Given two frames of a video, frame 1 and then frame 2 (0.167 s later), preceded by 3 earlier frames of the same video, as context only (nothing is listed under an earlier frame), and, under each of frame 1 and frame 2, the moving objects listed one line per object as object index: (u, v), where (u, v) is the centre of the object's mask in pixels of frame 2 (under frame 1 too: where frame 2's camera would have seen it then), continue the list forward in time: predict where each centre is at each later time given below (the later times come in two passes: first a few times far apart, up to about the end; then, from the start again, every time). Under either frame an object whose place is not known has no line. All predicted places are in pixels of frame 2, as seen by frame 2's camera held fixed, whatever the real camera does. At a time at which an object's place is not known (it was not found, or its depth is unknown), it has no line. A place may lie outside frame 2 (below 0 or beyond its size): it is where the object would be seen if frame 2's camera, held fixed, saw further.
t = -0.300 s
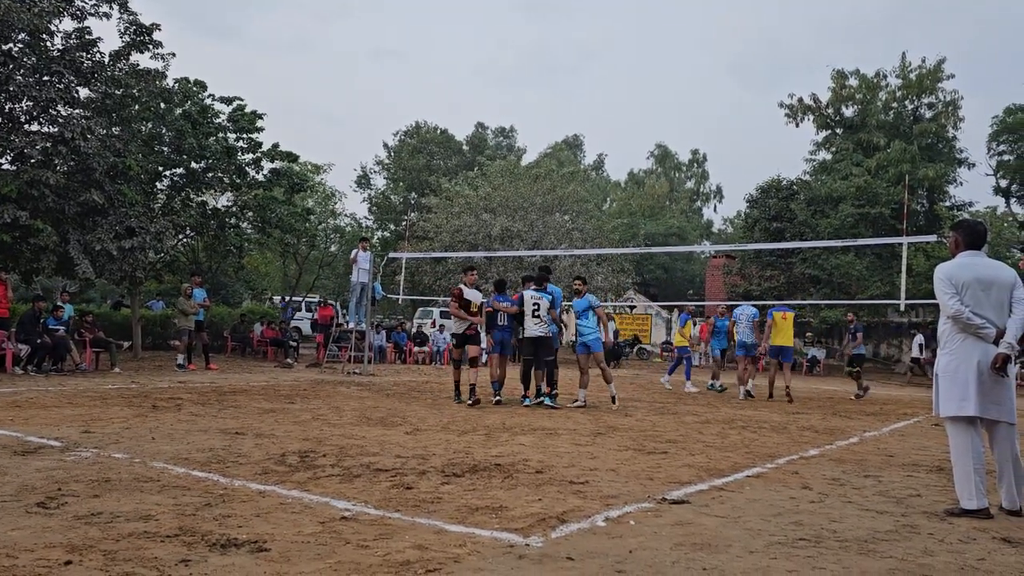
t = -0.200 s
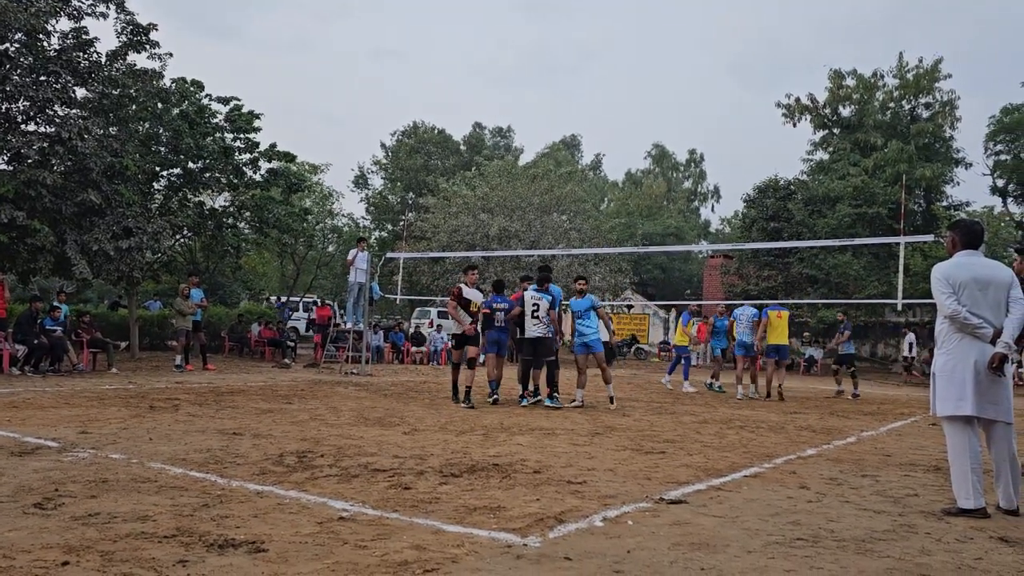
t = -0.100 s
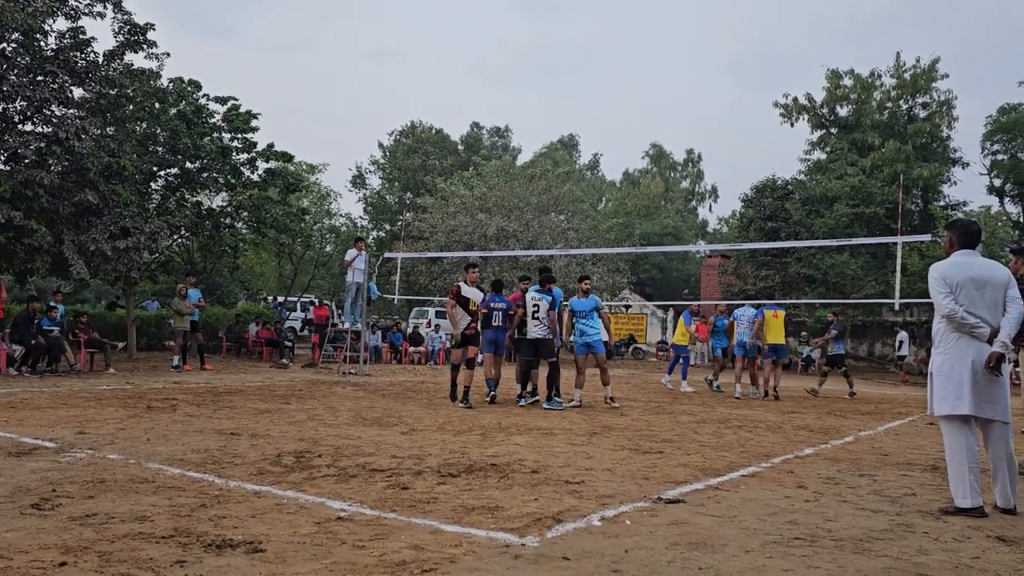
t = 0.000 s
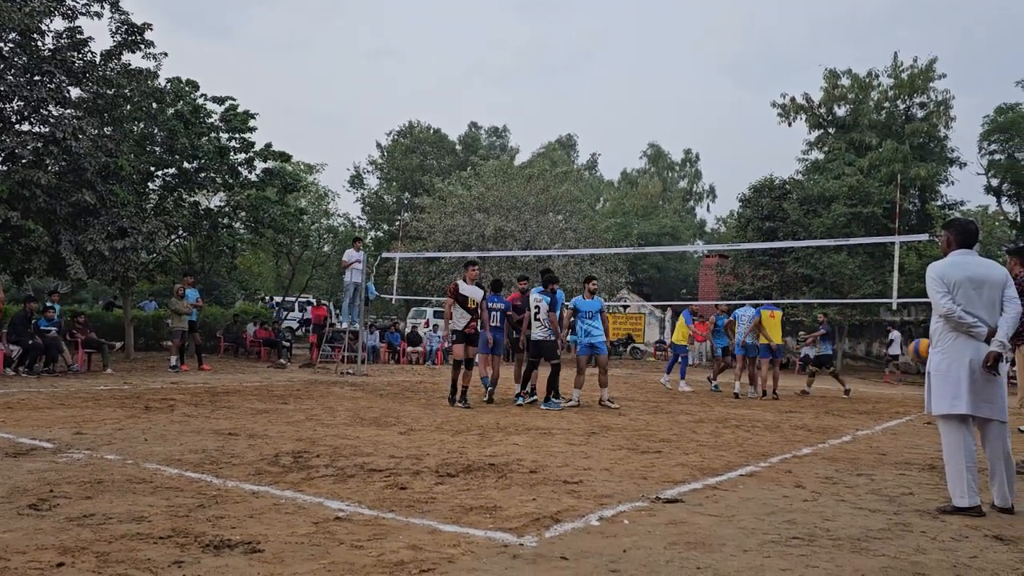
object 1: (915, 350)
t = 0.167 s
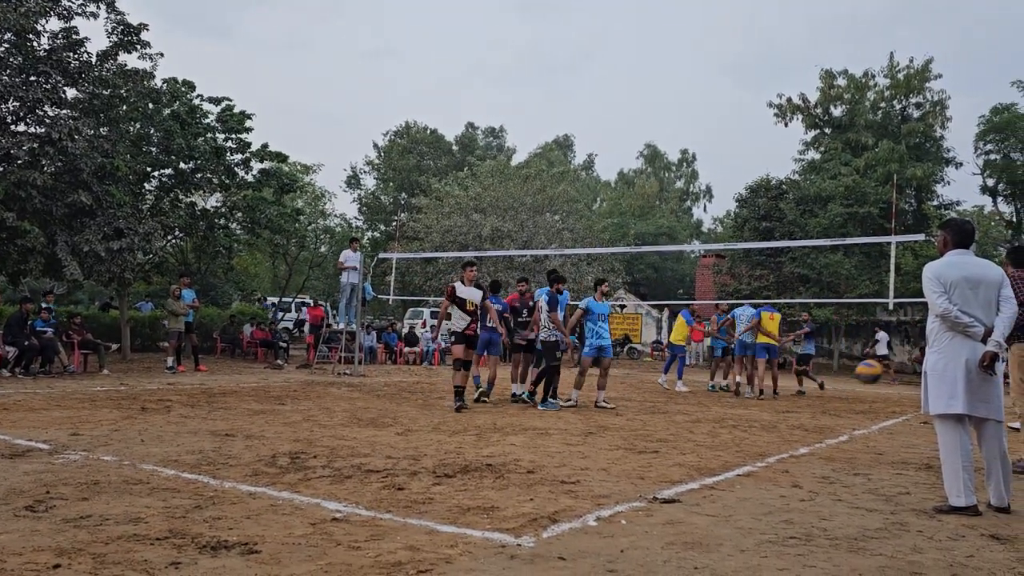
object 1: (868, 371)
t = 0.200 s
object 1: (859, 380)
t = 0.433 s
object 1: (794, 429)
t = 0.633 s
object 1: (756, 386)
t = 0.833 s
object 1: (715, 389)
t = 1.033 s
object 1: (671, 441)
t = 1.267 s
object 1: (625, 406)
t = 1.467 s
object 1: (582, 416)
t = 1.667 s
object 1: (536, 436)
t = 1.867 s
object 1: (489, 425)
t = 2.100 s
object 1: (428, 442)
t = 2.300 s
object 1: (376, 445)
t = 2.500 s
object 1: (316, 453)
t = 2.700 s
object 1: (256, 458)
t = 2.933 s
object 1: (186, 454)
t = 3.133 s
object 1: (122, 461)
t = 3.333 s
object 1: (60, 459)
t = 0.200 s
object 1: (859, 380)
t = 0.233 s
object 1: (849, 389)
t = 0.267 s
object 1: (838, 400)
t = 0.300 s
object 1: (828, 413)
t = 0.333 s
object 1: (818, 426)
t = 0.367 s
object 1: (809, 440)
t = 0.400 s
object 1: (800, 439)
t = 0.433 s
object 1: (794, 429)
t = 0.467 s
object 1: (787, 417)
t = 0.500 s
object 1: (781, 409)
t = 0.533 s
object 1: (775, 402)
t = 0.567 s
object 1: (769, 396)
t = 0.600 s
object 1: (763, 388)
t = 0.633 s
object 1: (756, 386)
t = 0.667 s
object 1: (749, 383)
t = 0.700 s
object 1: (744, 381)
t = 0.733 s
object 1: (735, 381)
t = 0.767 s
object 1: (729, 382)
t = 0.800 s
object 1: (722, 385)
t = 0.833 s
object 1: (715, 389)
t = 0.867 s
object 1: (709, 394)
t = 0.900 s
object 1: (702, 400)
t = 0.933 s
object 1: (694, 408)
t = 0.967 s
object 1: (686, 417)
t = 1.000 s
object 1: (679, 428)
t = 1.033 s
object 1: (671, 441)
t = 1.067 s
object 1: (664, 445)
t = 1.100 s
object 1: (657, 435)
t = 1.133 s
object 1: (651, 428)
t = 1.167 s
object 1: (646, 420)
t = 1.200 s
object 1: (640, 413)
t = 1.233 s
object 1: (633, 409)
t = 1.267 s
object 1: (625, 406)
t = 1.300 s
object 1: (617, 403)
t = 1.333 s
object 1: (612, 403)
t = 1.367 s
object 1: (604, 405)
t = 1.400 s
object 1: (597, 405)
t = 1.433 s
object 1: (589, 410)
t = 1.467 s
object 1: (582, 416)
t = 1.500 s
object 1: (575, 422)
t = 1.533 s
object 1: (568, 431)
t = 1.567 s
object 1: (561, 440)
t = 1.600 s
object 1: (552, 451)
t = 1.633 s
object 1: (544, 443)
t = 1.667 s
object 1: (536, 436)
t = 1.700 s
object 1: (528, 430)
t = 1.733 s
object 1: (520, 426)
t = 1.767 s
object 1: (512, 423)
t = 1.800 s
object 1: (504, 422)
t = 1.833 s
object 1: (497, 423)
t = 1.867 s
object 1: (489, 425)
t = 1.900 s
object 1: (481, 427)
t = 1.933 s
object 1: (472, 432)
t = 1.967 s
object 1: (463, 438)
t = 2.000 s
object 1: (454, 445)
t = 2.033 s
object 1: (444, 453)
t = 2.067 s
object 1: (436, 447)
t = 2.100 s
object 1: (428, 442)
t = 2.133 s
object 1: (419, 439)
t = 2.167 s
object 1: (410, 437)
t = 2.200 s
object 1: (402, 437)
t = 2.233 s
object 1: (394, 438)
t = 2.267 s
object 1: (385, 441)
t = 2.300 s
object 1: (376, 445)
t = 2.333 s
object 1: (367, 450)
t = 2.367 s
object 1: (357, 456)
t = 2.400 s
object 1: (346, 456)
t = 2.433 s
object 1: (334, 455)
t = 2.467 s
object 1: (325, 453)
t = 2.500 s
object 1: (316, 453)
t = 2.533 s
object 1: (307, 456)
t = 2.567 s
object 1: (297, 457)
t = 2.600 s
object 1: (287, 456)
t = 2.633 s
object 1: (276, 455)
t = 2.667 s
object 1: (265, 457)
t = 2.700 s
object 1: (256, 458)
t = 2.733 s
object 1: (246, 455)
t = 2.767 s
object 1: (235, 454)
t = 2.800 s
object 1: (224, 457)
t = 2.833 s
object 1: (214, 459)
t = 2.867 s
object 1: (205, 456)
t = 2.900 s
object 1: (196, 454)
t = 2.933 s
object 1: (186, 454)
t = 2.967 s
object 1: (177, 456)
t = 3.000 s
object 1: (166, 459)
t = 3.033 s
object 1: (155, 460)
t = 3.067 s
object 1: (144, 458)
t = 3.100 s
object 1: (132, 458)
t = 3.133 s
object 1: (122, 461)
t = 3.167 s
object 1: (111, 462)
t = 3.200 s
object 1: (100, 461)
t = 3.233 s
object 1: (90, 461)
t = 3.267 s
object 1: (80, 462)
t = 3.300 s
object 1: (70, 460)
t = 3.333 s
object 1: (60, 459)
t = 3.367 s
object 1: (51, 460)
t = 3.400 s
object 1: (44, 461)
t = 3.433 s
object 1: (40, 459)
